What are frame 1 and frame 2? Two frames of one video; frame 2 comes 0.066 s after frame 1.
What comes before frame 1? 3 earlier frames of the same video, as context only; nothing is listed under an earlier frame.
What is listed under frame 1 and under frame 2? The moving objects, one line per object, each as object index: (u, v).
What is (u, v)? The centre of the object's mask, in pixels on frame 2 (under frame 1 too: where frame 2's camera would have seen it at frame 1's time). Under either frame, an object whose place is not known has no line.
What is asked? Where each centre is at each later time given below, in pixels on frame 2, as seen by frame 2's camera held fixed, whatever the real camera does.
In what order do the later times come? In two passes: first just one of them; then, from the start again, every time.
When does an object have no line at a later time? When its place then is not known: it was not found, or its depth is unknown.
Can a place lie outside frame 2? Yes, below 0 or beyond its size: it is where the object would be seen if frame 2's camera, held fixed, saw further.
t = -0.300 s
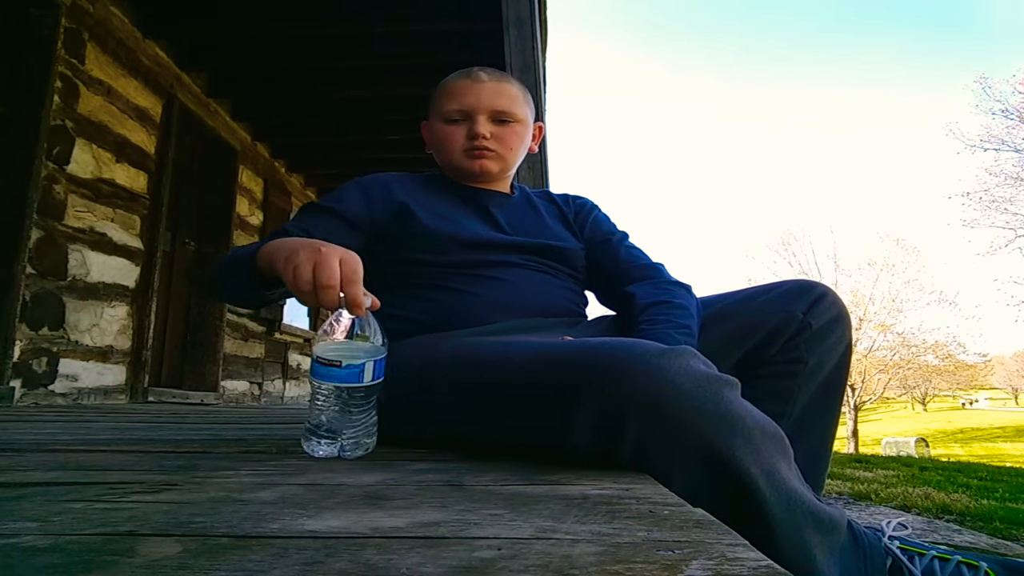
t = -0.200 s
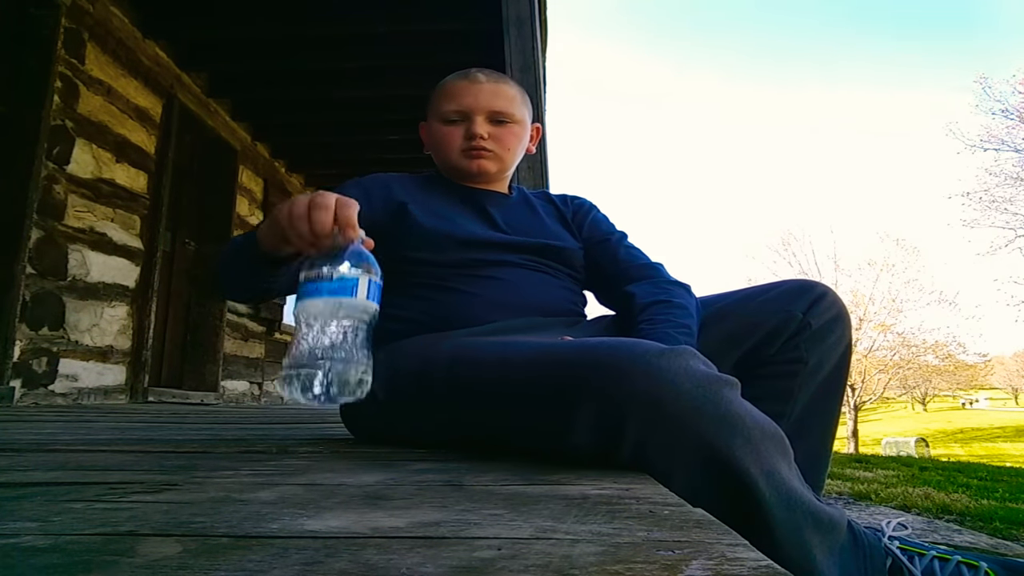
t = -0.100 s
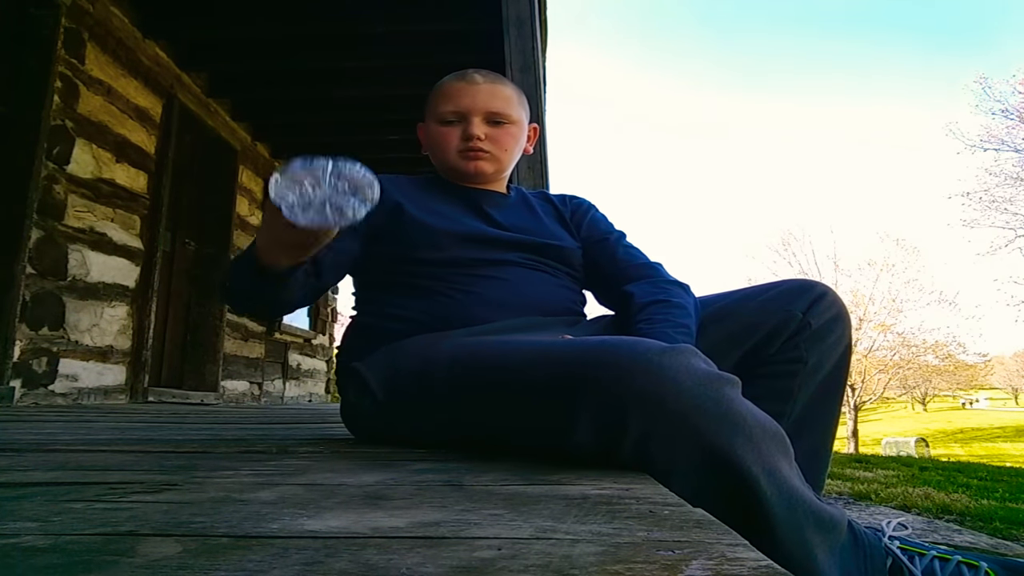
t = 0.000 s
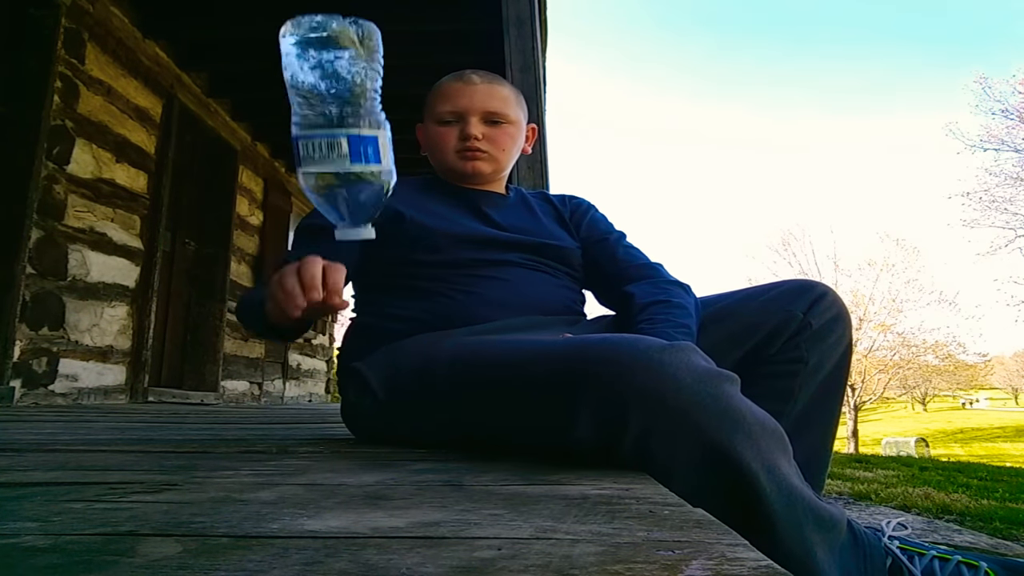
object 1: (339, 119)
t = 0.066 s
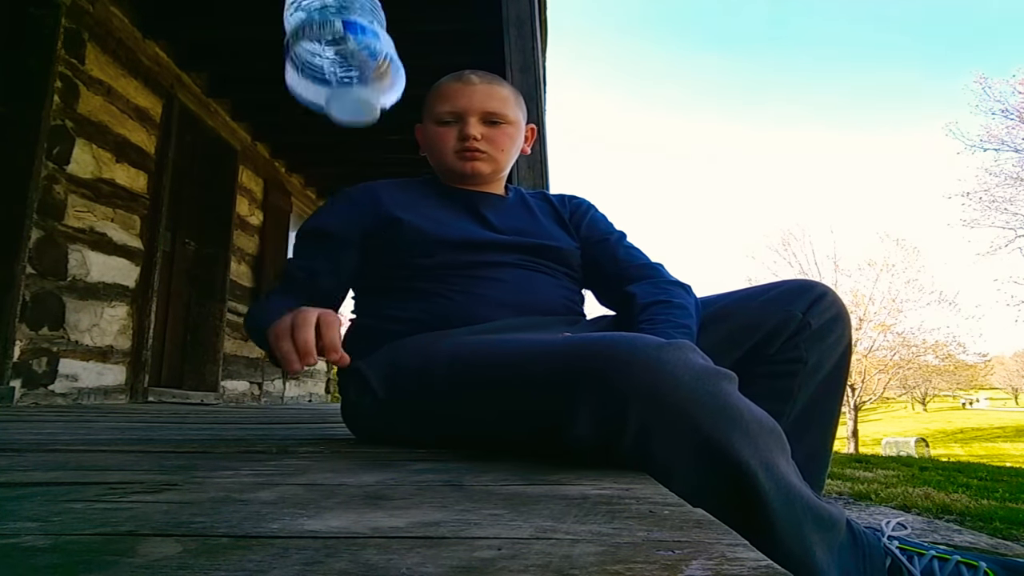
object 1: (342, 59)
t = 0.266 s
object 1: (330, 140)
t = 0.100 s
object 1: (344, 27)
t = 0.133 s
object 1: (339, 36)
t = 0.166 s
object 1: (339, 50)
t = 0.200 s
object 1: (339, 70)
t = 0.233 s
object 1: (336, 97)
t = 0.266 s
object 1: (330, 140)
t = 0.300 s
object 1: (325, 235)
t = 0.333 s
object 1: (320, 359)
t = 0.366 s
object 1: (333, 376)
